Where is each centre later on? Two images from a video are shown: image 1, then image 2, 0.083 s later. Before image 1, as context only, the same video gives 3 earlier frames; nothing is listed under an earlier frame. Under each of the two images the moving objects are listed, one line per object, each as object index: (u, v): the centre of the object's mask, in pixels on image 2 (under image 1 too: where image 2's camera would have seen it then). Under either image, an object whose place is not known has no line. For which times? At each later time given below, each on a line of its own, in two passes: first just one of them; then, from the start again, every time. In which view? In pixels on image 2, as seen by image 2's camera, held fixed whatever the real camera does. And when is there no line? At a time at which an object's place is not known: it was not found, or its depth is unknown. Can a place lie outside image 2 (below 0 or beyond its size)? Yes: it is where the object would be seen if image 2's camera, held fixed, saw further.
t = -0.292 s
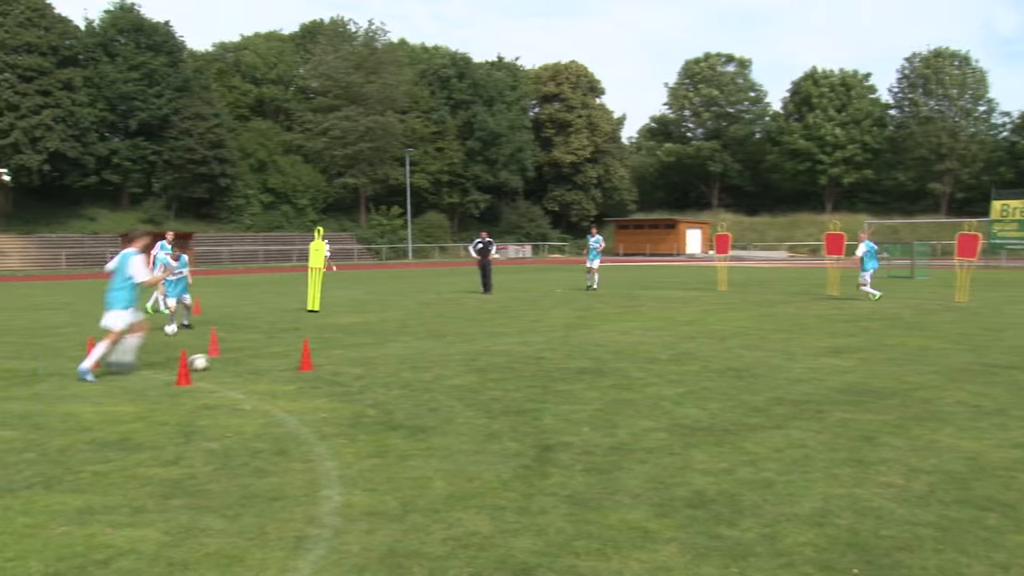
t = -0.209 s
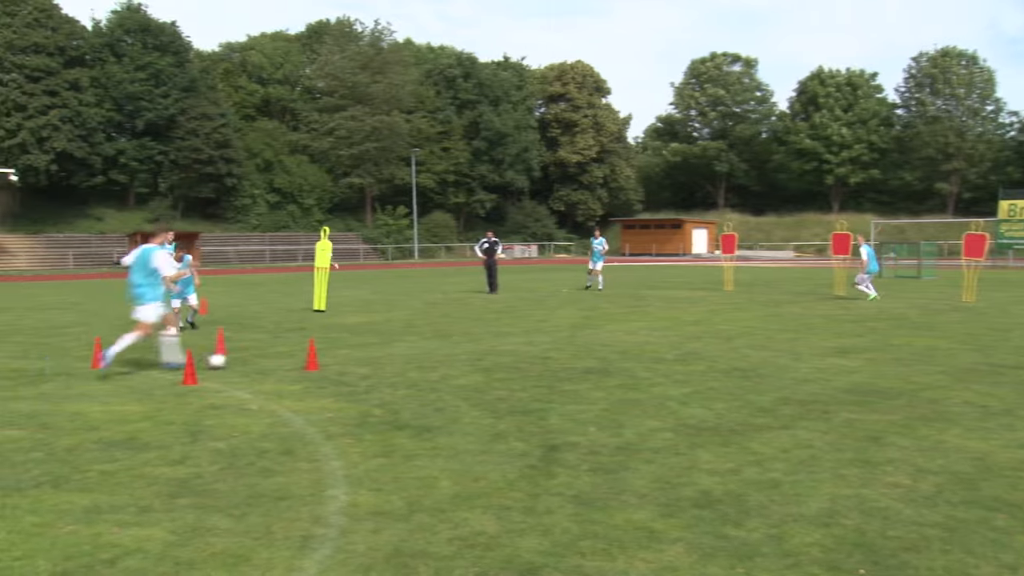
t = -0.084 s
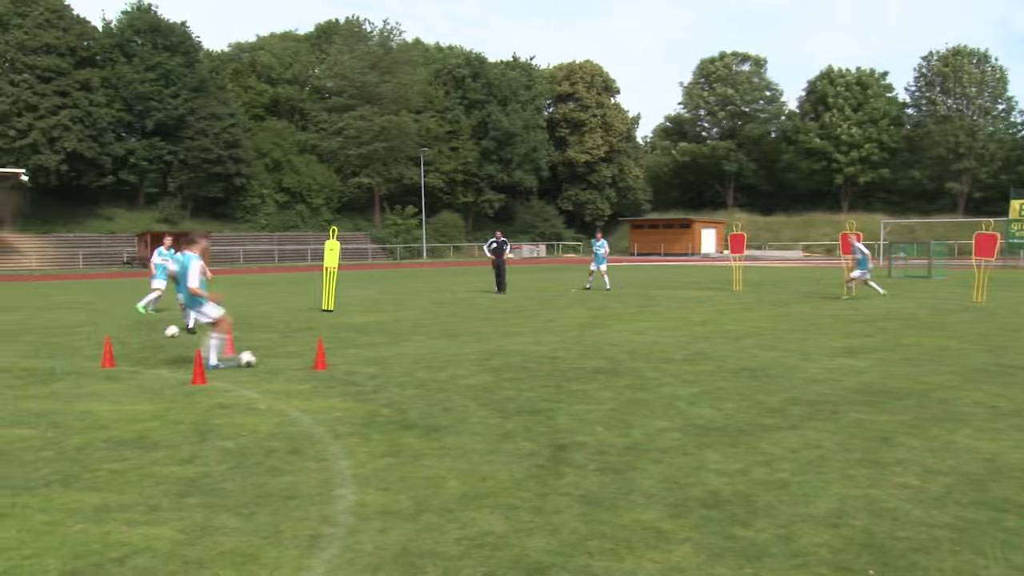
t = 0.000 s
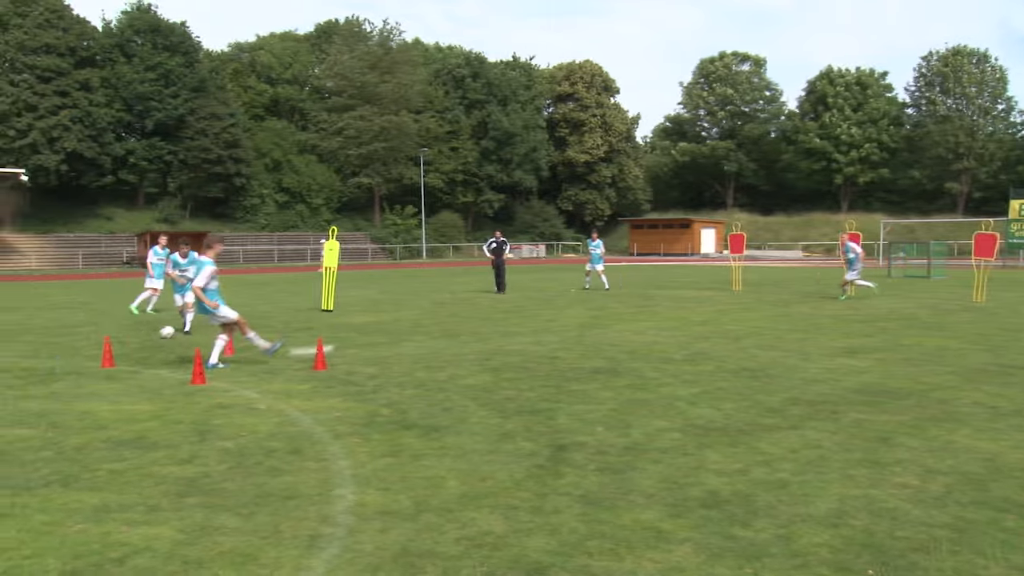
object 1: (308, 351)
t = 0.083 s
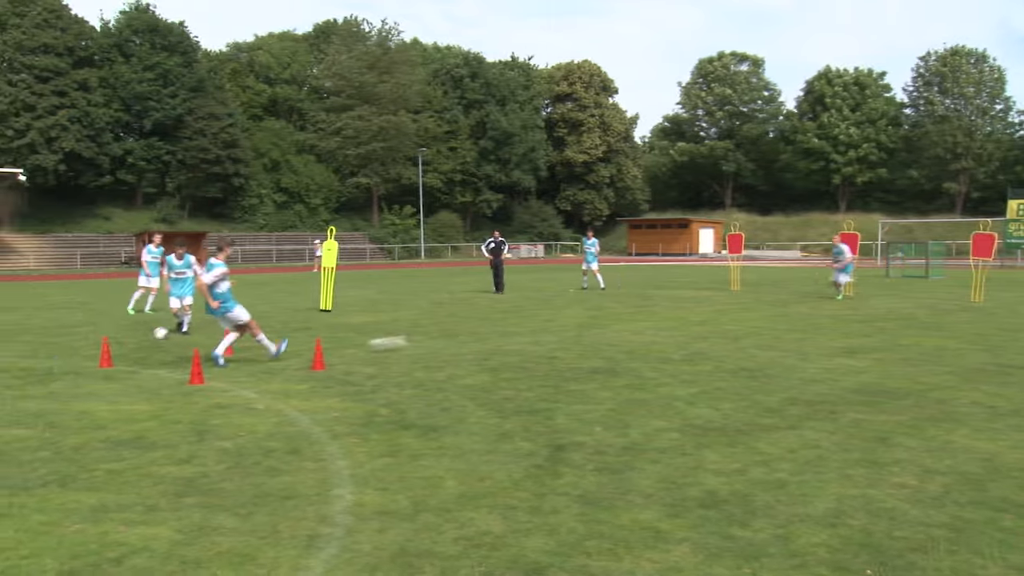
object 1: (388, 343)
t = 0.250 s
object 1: (507, 332)
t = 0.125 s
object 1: (423, 340)
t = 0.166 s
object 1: (455, 338)
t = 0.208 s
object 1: (481, 335)
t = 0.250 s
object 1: (507, 332)
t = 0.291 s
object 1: (531, 329)
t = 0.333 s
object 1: (554, 327)
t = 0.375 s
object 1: (573, 326)
